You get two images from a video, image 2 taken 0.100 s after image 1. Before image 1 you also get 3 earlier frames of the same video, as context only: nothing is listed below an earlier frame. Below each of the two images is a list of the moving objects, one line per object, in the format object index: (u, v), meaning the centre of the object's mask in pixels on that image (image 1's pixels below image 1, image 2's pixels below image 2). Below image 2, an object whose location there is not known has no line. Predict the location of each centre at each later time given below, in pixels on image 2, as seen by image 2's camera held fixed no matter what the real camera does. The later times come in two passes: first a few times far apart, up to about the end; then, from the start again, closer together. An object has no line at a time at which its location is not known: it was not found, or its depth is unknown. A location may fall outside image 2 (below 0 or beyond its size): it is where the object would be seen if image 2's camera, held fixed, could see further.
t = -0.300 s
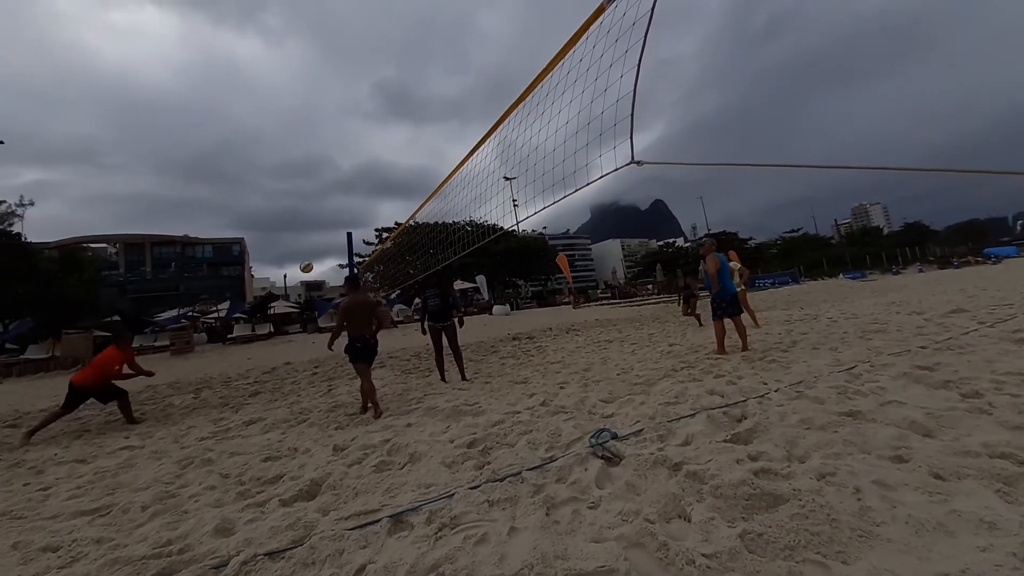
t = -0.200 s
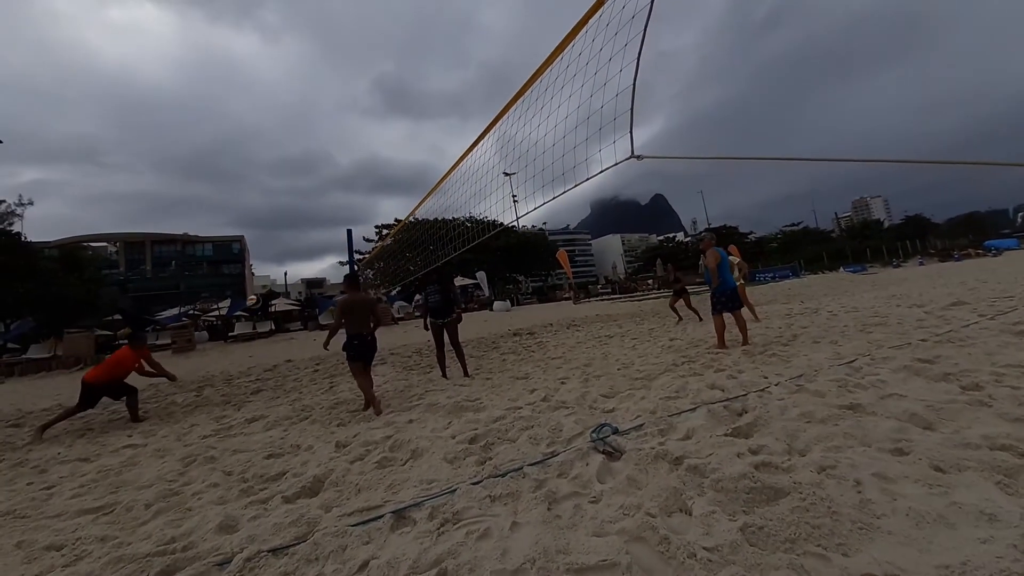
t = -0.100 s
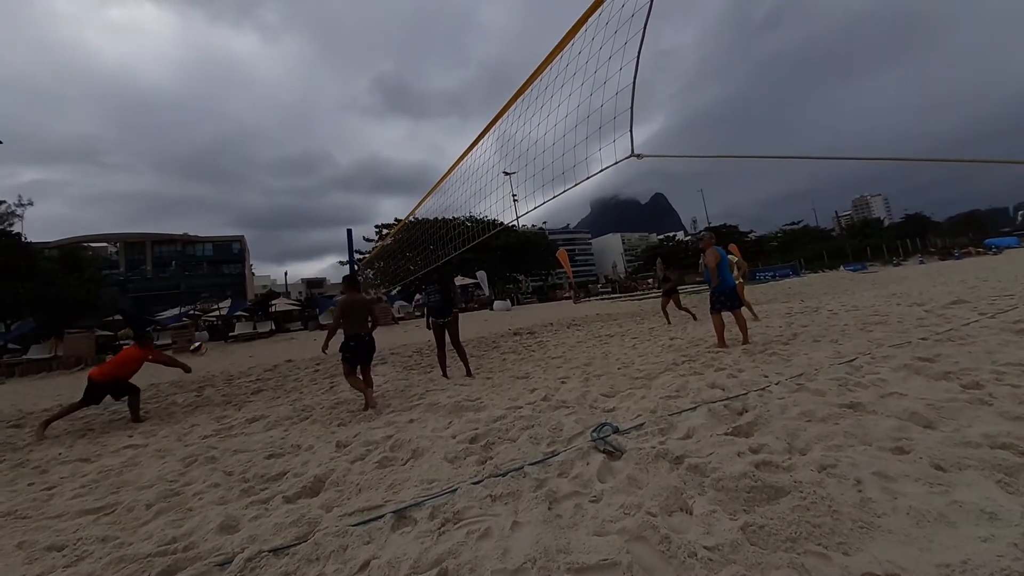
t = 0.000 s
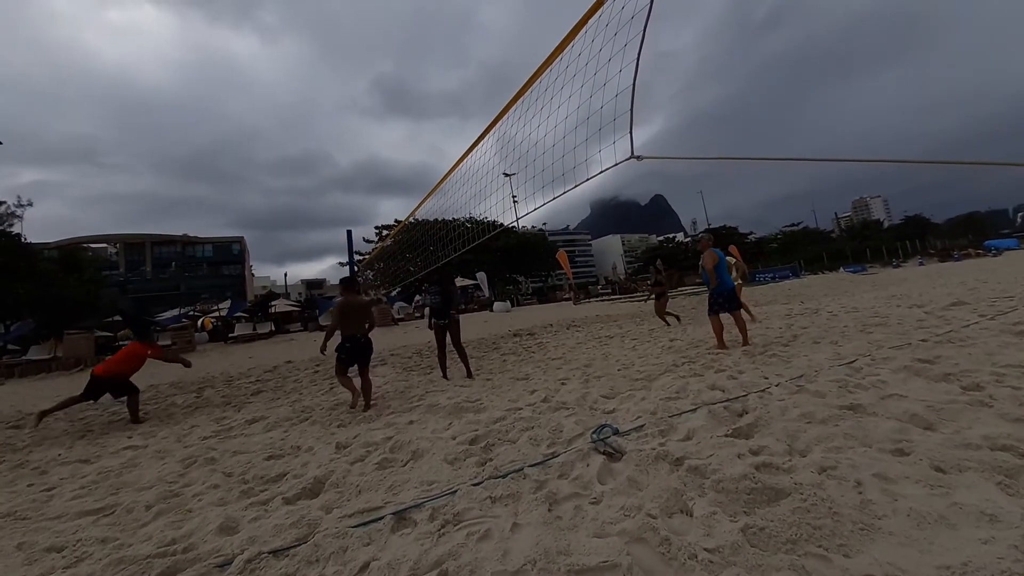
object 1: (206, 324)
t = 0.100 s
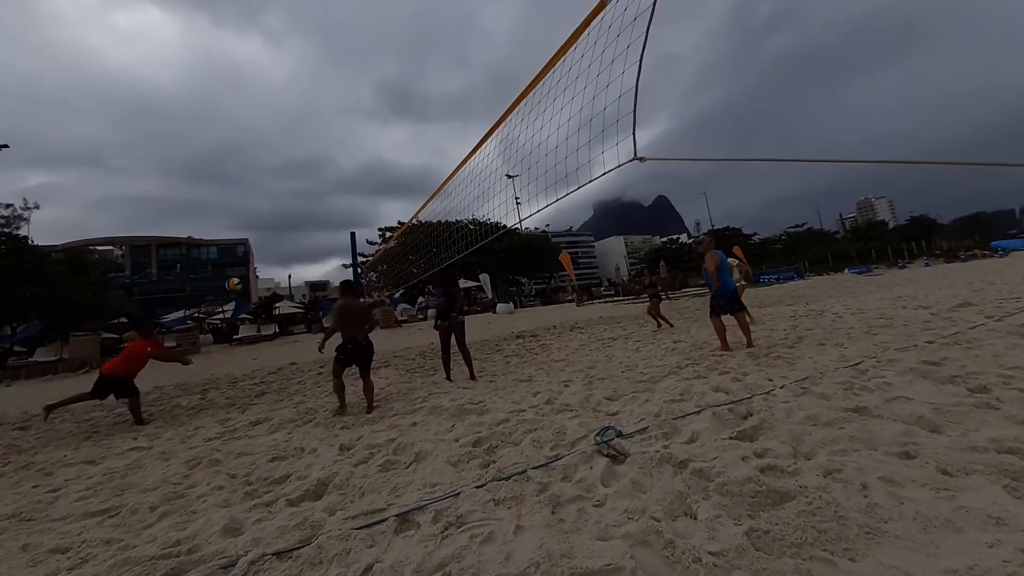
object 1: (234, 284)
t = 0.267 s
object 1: (273, 231)
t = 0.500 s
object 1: (328, 185)
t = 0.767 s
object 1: (391, 176)
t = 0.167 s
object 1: (250, 261)
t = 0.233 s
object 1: (265, 240)
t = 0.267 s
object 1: (273, 231)
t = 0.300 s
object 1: (282, 222)
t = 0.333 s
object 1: (289, 214)
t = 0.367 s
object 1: (297, 206)
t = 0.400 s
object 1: (304, 200)
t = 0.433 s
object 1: (312, 195)
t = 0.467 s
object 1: (320, 190)
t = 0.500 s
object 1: (328, 185)
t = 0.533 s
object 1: (336, 182)
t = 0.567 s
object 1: (344, 179)
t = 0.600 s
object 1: (352, 177)
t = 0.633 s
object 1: (361, 175)
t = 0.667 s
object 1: (369, 174)
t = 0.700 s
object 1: (376, 174)
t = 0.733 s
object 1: (384, 174)
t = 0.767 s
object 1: (391, 176)
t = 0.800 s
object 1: (399, 177)
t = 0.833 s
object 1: (407, 179)
